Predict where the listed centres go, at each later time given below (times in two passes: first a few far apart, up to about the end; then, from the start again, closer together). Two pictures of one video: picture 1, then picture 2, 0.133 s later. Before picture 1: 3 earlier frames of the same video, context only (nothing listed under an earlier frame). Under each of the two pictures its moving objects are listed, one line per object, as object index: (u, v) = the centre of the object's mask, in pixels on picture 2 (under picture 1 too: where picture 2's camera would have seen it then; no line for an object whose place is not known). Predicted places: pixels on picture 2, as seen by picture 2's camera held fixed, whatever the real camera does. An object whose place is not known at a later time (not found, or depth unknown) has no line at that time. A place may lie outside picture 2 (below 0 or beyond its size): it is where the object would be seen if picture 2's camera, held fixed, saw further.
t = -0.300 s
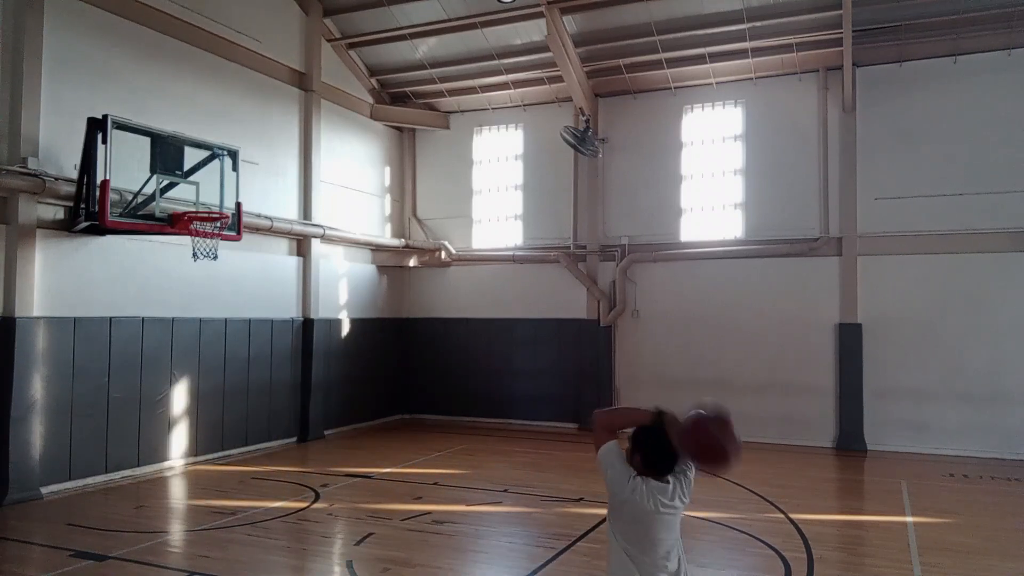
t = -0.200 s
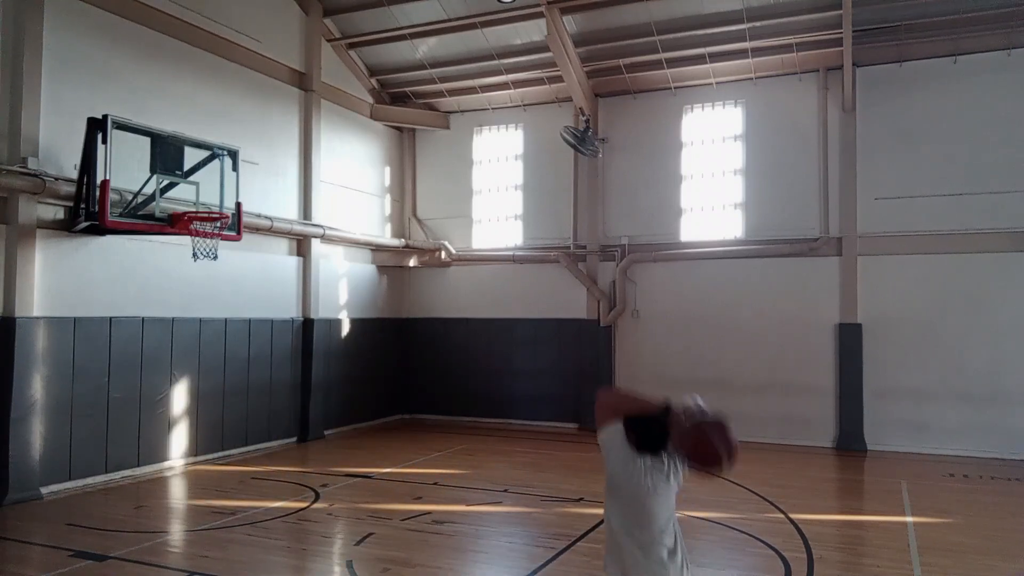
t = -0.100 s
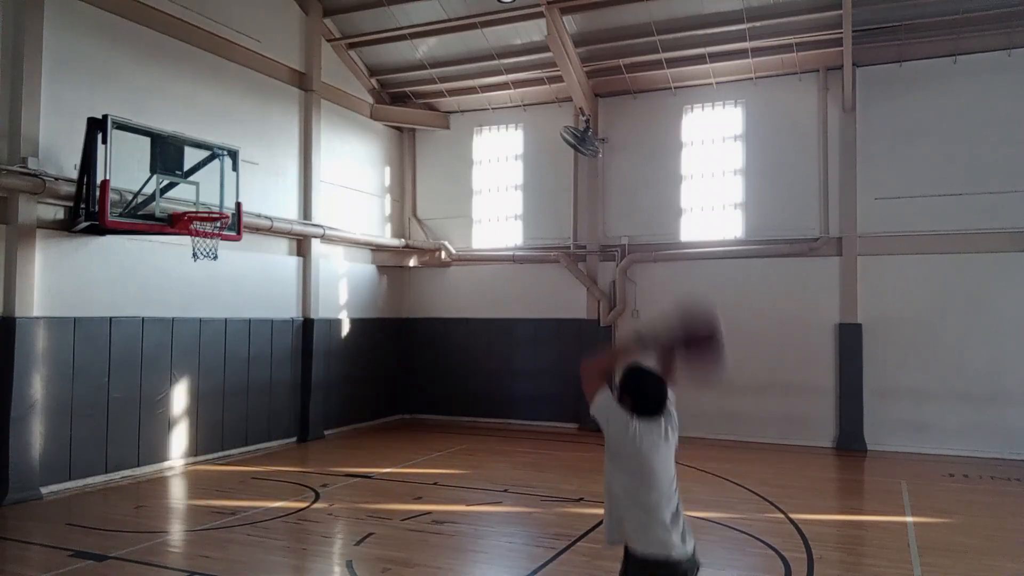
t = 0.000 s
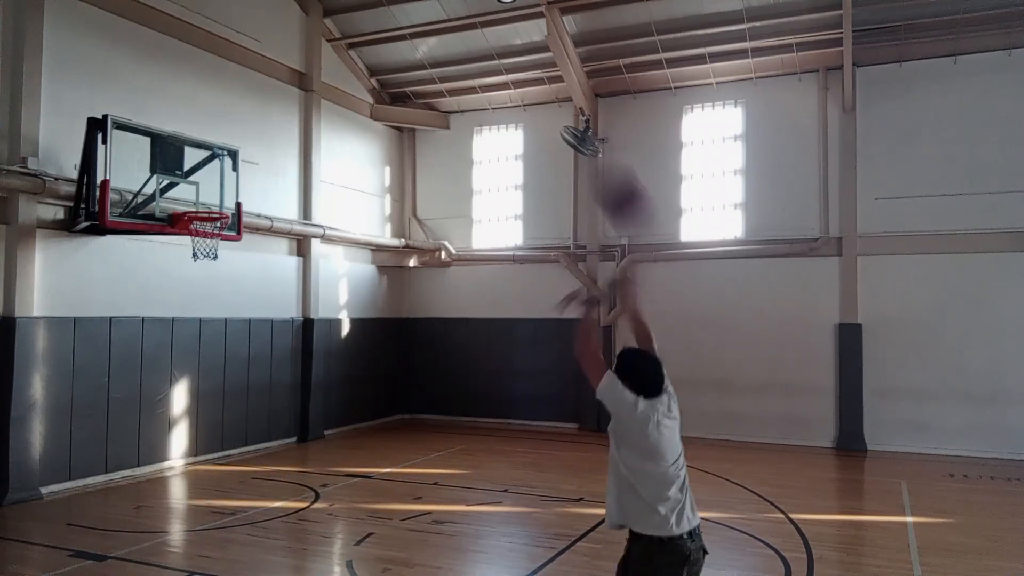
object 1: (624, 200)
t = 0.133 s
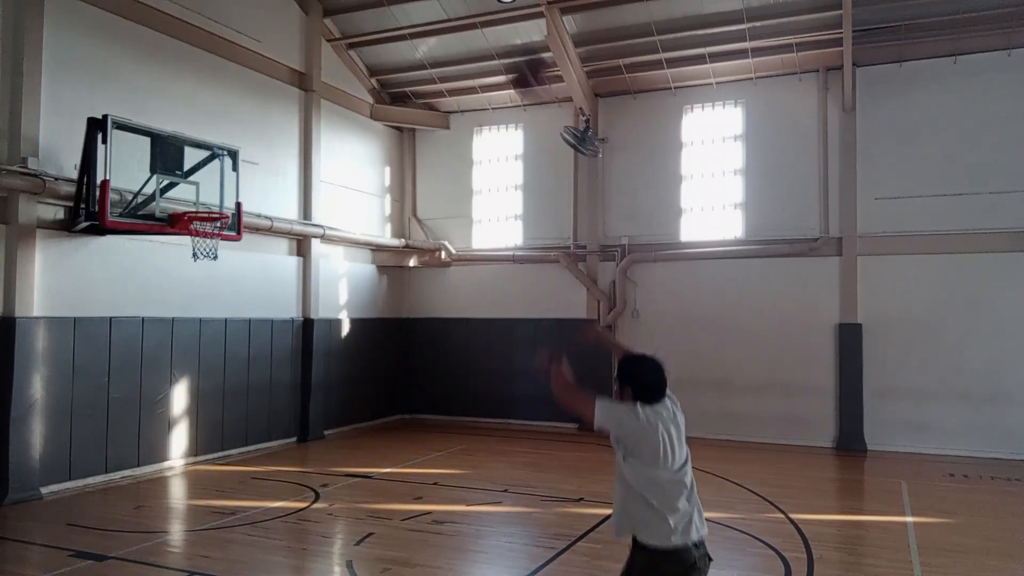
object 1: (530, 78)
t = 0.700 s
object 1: (295, 5)
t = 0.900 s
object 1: (245, 61)
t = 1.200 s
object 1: (186, 200)
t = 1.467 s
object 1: (231, 152)
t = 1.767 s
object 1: (300, 169)
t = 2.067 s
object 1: (364, 259)
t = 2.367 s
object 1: (423, 417)
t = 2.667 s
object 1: (447, 373)
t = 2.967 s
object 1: (459, 306)
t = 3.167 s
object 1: (467, 301)
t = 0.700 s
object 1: (295, 5)
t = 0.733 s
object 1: (285, 10)
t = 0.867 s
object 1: (253, 48)
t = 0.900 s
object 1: (245, 61)
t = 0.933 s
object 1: (237, 75)
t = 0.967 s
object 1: (230, 88)
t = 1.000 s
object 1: (224, 102)
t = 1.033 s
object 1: (217, 118)
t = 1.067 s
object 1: (211, 134)
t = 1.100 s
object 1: (205, 150)
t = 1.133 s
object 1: (198, 170)
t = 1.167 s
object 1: (191, 186)
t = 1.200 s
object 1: (186, 200)
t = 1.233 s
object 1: (187, 193)
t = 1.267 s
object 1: (189, 184)
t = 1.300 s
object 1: (192, 177)
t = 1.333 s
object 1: (200, 170)
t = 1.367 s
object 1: (209, 164)
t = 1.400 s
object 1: (215, 159)
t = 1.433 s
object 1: (223, 155)
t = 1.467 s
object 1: (231, 152)
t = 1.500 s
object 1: (239, 151)
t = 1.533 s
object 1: (247, 149)
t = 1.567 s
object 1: (255, 149)
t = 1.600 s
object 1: (262, 150)
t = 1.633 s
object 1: (269, 152)
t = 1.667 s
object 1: (277, 155)
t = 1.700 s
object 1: (285, 158)
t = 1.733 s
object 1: (293, 163)
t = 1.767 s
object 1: (300, 169)
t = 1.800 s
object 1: (306, 175)
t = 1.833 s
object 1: (313, 182)
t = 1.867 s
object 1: (321, 191)
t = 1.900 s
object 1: (328, 200)
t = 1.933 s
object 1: (335, 210)
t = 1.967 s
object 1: (342, 221)
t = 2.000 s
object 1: (349, 234)
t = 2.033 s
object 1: (356, 245)
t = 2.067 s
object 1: (364, 259)
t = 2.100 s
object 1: (371, 275)
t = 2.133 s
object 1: (376, 289)
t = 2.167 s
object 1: (382, 303)
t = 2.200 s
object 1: (391, 321)
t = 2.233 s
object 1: (397, 339)
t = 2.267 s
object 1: (403, 358)
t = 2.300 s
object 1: (409, 380)
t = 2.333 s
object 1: (416, 399)
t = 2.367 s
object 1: (423, 417)
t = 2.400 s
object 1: (425, 439)
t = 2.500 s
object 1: (437, 444)
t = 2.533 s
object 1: (440, 428)
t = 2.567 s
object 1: (442, 412)
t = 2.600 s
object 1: (444, 397)
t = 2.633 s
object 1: (445, 385)
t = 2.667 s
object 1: (447, 373)
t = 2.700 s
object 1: (448, 362)
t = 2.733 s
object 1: (450, 350)
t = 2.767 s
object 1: (451, 343)
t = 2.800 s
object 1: (453, 334)
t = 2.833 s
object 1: (455, 325)
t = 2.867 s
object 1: (456, 319)
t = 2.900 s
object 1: (457, 315)
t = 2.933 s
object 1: (458, 310)
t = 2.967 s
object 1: (459, 306)
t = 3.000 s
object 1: (460, 303)
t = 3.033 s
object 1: (462, 301)
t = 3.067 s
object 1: (463, 300)
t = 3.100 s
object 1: (464, 299)
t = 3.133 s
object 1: (466, 299)
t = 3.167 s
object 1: (467, 301)
